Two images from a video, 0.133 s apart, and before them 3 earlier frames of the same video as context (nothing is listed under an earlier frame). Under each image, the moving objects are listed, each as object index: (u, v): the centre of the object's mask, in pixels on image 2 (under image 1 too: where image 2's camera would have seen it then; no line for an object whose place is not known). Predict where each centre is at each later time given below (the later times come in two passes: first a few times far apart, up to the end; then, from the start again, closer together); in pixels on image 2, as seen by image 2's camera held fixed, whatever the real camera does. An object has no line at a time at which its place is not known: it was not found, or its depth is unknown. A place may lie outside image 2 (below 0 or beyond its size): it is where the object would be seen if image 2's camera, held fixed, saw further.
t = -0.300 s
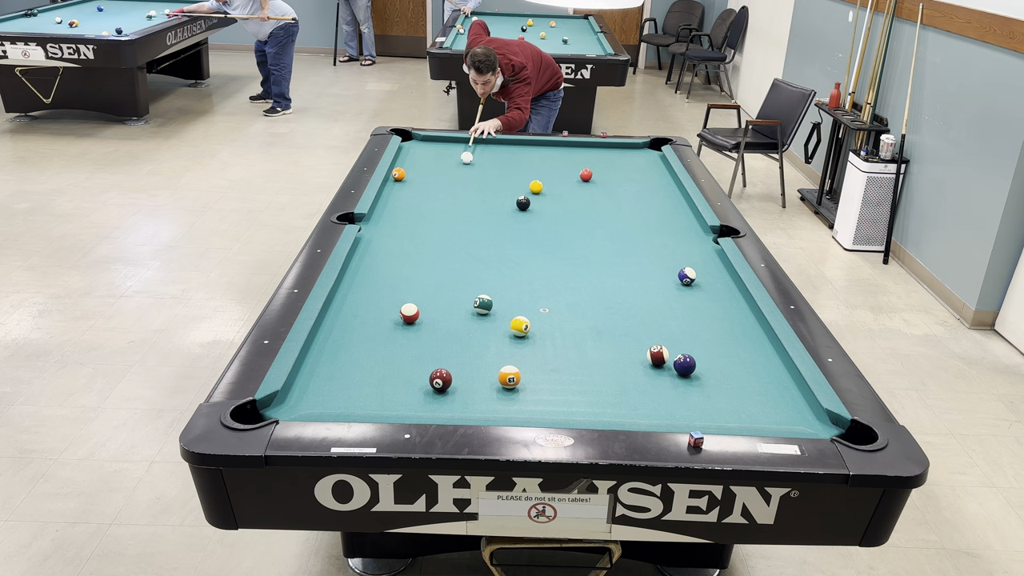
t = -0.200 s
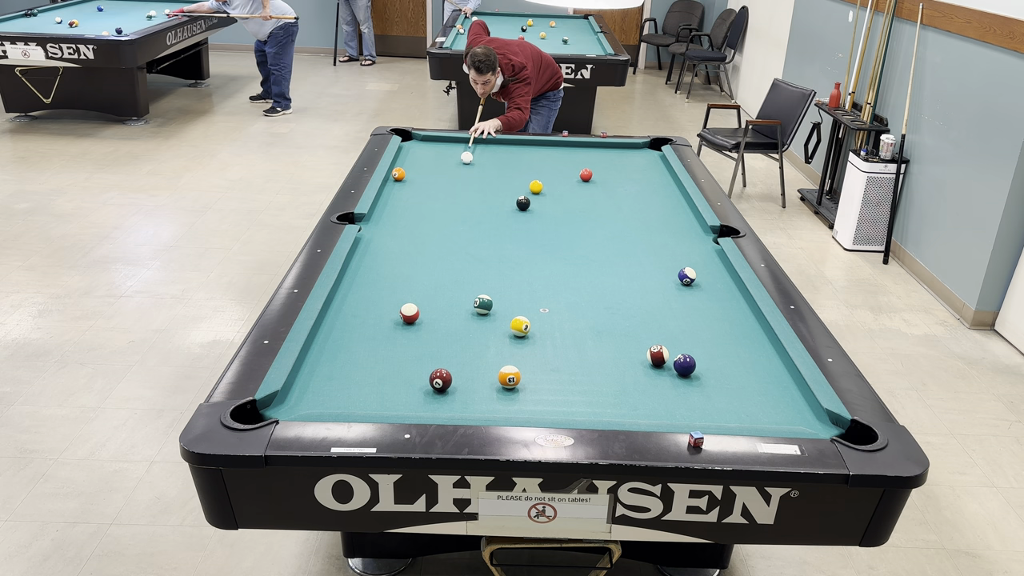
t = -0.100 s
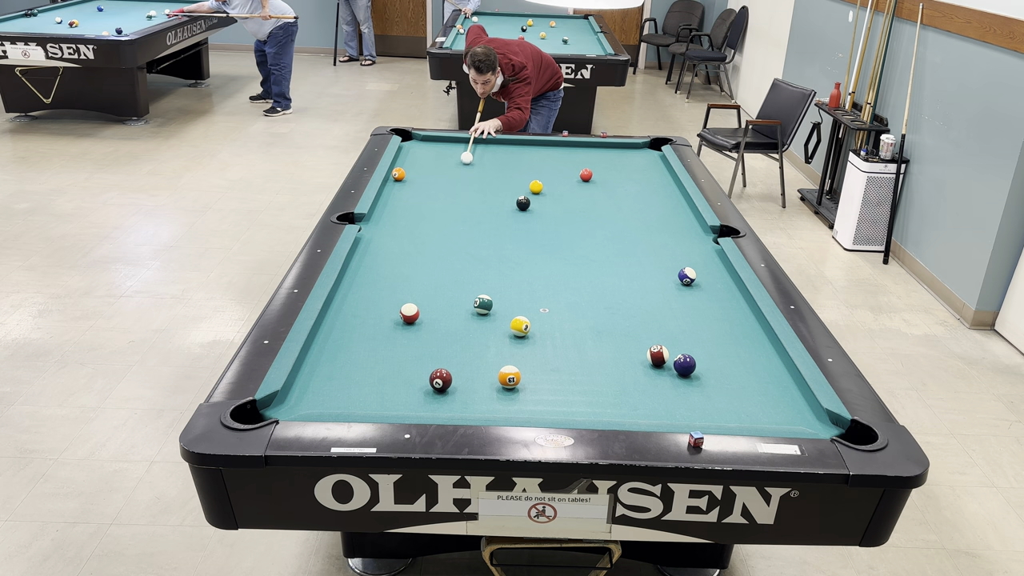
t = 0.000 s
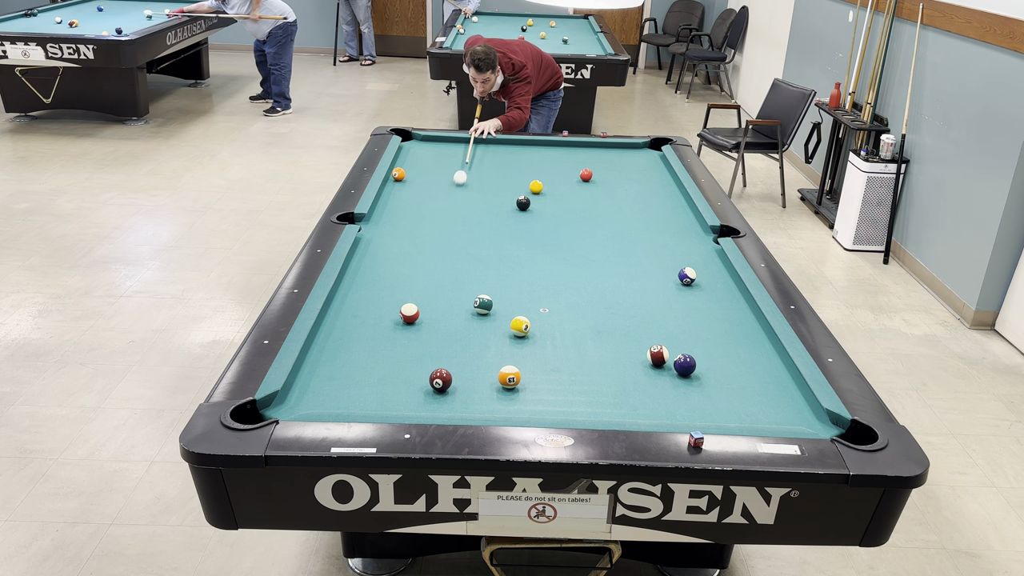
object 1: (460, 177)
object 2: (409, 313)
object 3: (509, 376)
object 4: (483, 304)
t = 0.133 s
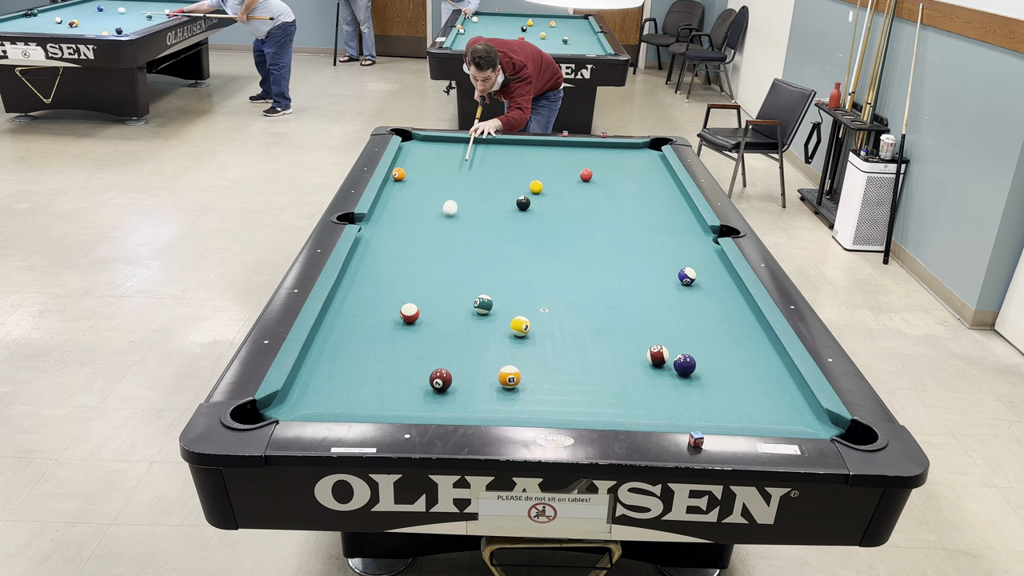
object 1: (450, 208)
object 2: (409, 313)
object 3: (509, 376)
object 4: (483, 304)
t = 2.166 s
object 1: (765, 413)
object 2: (497, 277)
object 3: (488, 374)
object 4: (491, 305)
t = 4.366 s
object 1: (707, 378)
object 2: (605, 197)
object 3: (479, 341)
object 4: (497, 306)
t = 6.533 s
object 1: (700, 376)
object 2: (646, 167)
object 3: (479, 341)
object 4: (497, 306)
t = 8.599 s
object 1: (700, 376)
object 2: (653, 162)
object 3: (479, 341)
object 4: (497, 306)
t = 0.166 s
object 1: (447, 216)
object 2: (409, 313)
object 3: (509, 376)
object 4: (483, 304)
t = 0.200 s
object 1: (444, 224)
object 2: (409, 313)
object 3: (509, 376)
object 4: (483, 304)
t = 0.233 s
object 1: (441, 233)
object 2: (409, 313)
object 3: (509, 376)
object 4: (483, 304)
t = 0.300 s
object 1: (435, 252)
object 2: (409, 313)
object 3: (509, 376)
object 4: (483, 304)
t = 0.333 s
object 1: (432, 263)
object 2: (409, 313)
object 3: (509, 376)
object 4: (483, 304)
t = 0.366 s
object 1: (428, 274)
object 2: (409, 313)
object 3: (509, 376)
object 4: (483, 304)
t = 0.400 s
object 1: (424, 285)
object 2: (409, 313)
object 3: (509, 376)
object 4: (483, 304)
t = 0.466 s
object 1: (422, 306)
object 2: (403, 318)
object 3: (509, 376)
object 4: (483, 304)
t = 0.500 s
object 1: (429, 308)
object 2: (391, 330)
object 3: (509, 376)
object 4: (483, 304)
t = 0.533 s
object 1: (436, 310)
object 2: (378, 343)
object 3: (509, 376)
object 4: (483, 304)
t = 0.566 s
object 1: (443, 312)
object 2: (364, 356)
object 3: (509, 376)
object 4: (483, 304)
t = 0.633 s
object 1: (456, 318)
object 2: (335, 385)
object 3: (509, 376)
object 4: (483, 304)
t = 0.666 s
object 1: (462, 322)
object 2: (322, 397)
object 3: (509, 376)
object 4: (483, 304)
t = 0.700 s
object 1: (468, 326)
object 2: (307, 402)
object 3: (509, 376)
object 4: (483, 304)
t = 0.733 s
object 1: (473, 330)
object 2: (298, 397)
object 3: (509, 376)
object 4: (483, 304)
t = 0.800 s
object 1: (484, 340)
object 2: (302, 385)
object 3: (509, 376)
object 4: (483, 304)
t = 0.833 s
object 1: (490, 345)
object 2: (311, 381)
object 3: (509, 376)
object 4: (483, 304)
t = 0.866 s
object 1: (496, 350)
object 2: (318, 377)
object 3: (509, 376)
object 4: (483, 304)
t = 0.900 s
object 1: (502, 355)
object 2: (326, 374)
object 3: (509, 377)
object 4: (483, 304)
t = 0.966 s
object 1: (516, 362)
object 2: (338, 367)
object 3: (509, 378)
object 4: (483, 304)
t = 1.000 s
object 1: (523, 367)
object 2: (345, 364)
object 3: (508, 381)
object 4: (483, 304)
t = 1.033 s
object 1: (530, 369)
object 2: (351, 361)
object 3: (507, 385)
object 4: (483, 304)
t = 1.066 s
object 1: (537, 371)
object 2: (358, 357)
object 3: (506, 388)
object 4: (483, 304)
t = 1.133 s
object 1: (552, 375)
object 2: (369, 351)
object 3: (504, 394)
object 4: (483, 304)
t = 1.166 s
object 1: (560, 377)
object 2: (375, 348)
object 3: (503, 398)
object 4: (483, 304)
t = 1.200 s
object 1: (567, 379)
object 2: (380, 345)
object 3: (502, 401)
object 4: (483, 304)
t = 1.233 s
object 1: (574, 381)
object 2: (386, 342)
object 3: (502, 403)
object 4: (483, 304)
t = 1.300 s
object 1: (589, 385)
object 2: (396, 336)
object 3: (500, 407)
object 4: (483, 304)
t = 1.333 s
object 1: (597, 387)
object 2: (402, 334)
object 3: (499, 407)
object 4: (483, 304)
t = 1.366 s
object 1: (605, 389)
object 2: (407, 331)
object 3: (499, 407)
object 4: (483, 304)
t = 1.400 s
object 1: (612, 391)
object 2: (412, 328)
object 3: (499, 405)
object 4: (483, 304)
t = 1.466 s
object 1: (628, 395)
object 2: (421, 323)
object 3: (498, 403)
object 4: (483, 304)
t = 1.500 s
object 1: (635, 397)
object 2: (427, 320)
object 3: (497, 402)
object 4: (483, 304)
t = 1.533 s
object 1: (643, 399)
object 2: (431, 318)
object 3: (497, 400)
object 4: (483, 304)
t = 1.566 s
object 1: (650, 401)
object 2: (436, 316)
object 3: (496, 398)
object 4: (483, 304)
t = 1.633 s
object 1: (666, 405)
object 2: (444, 311)
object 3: (496, 395)
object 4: (483, 304)
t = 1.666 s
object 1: (674, 407)
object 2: (449, 308)
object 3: (495, 394)
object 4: (483, 304)
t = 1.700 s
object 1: (681, 409)
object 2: (453, 306)
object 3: (495, 392)
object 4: (483, 304)
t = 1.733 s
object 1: (689, 411)
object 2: (457, 304)
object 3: (494, 391)
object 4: (483, 304)
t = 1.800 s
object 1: (705, 414)
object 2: (465, 300)
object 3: (493, 388)
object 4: (483, 304)
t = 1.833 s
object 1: (713, 415)
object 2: (468, 297)
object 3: (492, 387)
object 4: (484, 304)
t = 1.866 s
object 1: (720, 416)
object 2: (471, 295)
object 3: (492, 385)
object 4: (485, 304)
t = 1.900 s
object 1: (726, 416)
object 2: (474, 292)
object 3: (491, 384)
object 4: (486, 304)
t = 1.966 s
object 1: (736, 415)
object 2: (480, 289)
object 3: (490, 381)
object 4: (487, 305)
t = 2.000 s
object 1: (741, 415)
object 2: (483, 287)
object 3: (490, 380)
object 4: (488, 305)
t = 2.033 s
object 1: (746, 415)
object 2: (486, 285)
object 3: (490, 378)
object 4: (489, 305)
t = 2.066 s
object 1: (751, 414)
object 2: (489, 283)
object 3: (489, 377)
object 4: (489, 305)
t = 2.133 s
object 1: (760, 413)
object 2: (494, 279)
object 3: (488, 375)
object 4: (491, 305)
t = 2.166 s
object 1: (765, 413)
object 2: (497, 277)
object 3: (488, 374)
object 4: (491, 305)
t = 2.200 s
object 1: (770, 413)
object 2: (499, 275)
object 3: (487, 372)
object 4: (492, 305)
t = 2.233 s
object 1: (774, 412)
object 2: (502, 273)
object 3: (487, 372)
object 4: (492, 306)
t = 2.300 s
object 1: (783, 411)
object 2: (507, 270)
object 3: (486, 369)
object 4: (493, 306)
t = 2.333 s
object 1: (788, 410)
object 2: (509, 268)
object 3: (486, 368)
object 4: (494, 306)
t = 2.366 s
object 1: (792, 410)
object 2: (511, 266)
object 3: (486, 367)
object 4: (494, 306)
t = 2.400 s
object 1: (796, 409)
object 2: (514, 265)
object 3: (485, 366)
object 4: (494, 306)
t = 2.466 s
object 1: (804, 408)
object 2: (518, 261)
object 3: (485, 364)
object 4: (495, 306)
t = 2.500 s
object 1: (808, 407)
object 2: (520, 260)
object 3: (484, 363)
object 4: (496, 306)
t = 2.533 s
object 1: (809, 407)
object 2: (522, 258)
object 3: (484, 362)
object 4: (496, 306)
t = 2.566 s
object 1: (806, 406)
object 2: (525, 256)
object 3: (484, 362)
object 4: (496, 306)
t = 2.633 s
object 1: (800, 404)
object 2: (529, 253)
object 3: (483, 360)
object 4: (497, 306)
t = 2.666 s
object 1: (797, 403)
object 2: (531, 252)
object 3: (483, 359)
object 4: (497, 307)
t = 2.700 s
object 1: (794, 402)
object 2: (533, 250)
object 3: (483, 358)
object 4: (497, 307)
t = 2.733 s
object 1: (792, 402)
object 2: (535, 249)
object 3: (483, 357)
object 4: (497, 306)
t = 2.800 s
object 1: (786, 400)
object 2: (539, 246)
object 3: (482, 356)
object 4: (497, 306)
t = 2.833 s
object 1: (784, 400)
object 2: (541, 244)
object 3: (482, 355)
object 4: (497, 306)
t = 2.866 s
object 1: (781, 399)
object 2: (543, 243)
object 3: (482, 354)
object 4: (497, 306)
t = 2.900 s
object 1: (778, 398)
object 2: (544, 242)
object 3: (482, 354)
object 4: (497, 306)
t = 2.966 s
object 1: (773, 397)
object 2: (548, 239)
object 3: (482, 352)
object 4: (497, 306)
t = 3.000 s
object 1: (771, 396)
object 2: (550, 238)
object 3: (481, 352)
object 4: (497, 306)
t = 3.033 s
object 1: (769, 396)
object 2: (552, 237)
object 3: (481, 351)
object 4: (497, 306)
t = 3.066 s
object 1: (766, 395)
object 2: (553, 235)
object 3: (481, 351)
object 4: (497, 306)
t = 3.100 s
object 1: (764, 394)
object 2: (555, 234)
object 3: (481, 350)
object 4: (497, 306)
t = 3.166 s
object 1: (759, 393)
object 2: (558, 232)
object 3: (481, 349)
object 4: (497, 306)
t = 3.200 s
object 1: (757, 392)
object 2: (560, 231)
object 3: (481, 349)
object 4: (497, 306)
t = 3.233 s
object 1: (755, 392)
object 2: (562, 229)
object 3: (480, 348)
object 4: (497, 306)
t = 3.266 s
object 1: (753, 391)
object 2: (563, 228)
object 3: (480, 347)
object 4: (497, 306)
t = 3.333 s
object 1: (749, 390)
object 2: (566, 226)
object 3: (480, 346)
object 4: (497, 306)
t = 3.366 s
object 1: (747, 389)
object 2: (568, 225)
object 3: (480, 346)
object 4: (497, 306)
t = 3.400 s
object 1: (745, 389)
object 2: (569, 223)
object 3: (480, 345)
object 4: (497, 306)
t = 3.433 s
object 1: (743, 389)
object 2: (571, 222)
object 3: (480, 345)
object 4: (497, 306)
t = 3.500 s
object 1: (739, 387)
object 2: (574, 220)
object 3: (480, 344)
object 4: (497, 306)
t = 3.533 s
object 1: (738, 387)
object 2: (575, 219)
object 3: (480, 344)
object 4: (497, 306)
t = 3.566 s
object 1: (736, 386)
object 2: (577, 218)
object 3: (480, 344)
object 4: (497, 306)
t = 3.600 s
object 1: (734, 386)
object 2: (578, 217)
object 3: (480, 343)
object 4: (497, 306)
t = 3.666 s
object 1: (731, 385)
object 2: (581, 215)
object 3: (480, 343)
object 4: (497, 306)
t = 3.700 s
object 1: (730, 385)
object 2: (582, 214)
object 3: (480, 342)
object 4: (497, 306)
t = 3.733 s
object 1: (728, 384)
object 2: (583, 213)
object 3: (480, 342)
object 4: (497, 306)
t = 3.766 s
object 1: (727, 384)
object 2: (585, 212)
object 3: (480, 342)
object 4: (497, 306)
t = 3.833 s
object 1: (724, 383)
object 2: (587, 210)
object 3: (480, 342)
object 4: (497, 306)
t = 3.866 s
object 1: (722, 383)
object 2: (589, 209)
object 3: (480, 341)
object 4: (497, 306)
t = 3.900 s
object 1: (721, 382)
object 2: (590, 209)
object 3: (480, 341)
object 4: (497, 306)
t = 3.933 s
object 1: (720, 382)
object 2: (591, 208)
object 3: (480, 341)
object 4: (497, 306)
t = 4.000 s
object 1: (717, 381)
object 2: (593, 206)
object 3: (480, 341)
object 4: (497, 306)
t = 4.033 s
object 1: (716, 381)
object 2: (595, 205)
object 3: (479, 341)
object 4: (497, 306)
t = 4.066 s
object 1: (715, 381)
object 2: (596, 204)
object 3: (479, 341)
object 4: (497, 306)
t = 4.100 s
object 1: (714, 380)
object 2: (597, 204)
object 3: (479, 341)
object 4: (497, 306)
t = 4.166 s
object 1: (712, 380)
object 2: (599, 202)
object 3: (479, 341)
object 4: (497, 306)
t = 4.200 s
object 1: (711, 380)
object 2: (600, 201)
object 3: (479, 341)
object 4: (497, 306)
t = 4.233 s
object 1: (710, 379)
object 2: (601, 200)
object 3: (479, 341)
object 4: (497, 306)
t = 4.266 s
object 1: (709, 379)
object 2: (602, 199)
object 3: (479, 341)
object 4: (497, 306)
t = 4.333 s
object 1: (708, 379)
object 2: (604, 198)
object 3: (479, 341)
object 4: (497, 306)
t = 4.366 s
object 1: (707, 378)
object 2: (605, 197)
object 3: (479, 341)
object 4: (497, 306)
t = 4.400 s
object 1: (706, 378)
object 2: (606, 197)
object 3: (479, 341)
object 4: (497, 306)
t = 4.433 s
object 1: (706, 378)
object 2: (607, 196)
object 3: (479, 341)
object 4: (497, 306)
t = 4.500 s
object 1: (704, 378)
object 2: (609, 194)
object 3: (479, 341)
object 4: (497, 306)
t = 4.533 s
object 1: (704, 378)
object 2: (610, 194)
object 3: (479, 341)
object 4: (497, 306)
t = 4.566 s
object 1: (703, 377)
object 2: (611, 193)
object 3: (479, 341)
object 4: (497, 306)
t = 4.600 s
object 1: (702, 377)
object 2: (612, 192)
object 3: (479, 341)
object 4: (497, 306)
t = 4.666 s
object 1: (702, 377)
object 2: (613, 191)
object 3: (479, 341)
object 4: (497, 306)
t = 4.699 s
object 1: (701, 377)
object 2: (614, 190)
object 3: (479, 341)
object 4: (497, 306)
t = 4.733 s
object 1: (701, 377)
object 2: (615, 190)
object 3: (479, 341)
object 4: (497, 306)
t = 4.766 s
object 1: (701, 376)
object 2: (616, 189)
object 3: (479, 341)
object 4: (497, 306)
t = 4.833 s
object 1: (700, 376)
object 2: (618, 188)
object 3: (479, 341)
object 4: (497, 306)
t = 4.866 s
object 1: (700, 376)
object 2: (618, 187)
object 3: (479, 341)
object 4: (497, 306)
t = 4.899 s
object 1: (700, 376)
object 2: (619, 187)
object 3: (479, 341)
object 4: (497, 306)
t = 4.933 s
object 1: (700, 376)
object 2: (620, 186)
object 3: (479, 341)
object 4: (497, 306)
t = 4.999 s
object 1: (700, 376)
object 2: (622, 185)
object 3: (479, 341)
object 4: (497, 306)
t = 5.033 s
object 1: (700, 376)
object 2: (622, 185)
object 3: (479, 341)
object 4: (497, 306)
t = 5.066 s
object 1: (700, 376)
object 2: (623, 184)
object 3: (479, 341)
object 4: (497, 306)
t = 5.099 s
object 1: (700, 376)
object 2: (624, 183)
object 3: (479, 341)
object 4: (497, 306)
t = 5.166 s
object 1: (700, 376)
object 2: (626, 182)
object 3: (479, 341)
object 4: (497, 306)
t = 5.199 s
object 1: (700, 376)
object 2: (626, 182)
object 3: (479, 341)
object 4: (497, 306)
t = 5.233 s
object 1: (700, 376)
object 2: (627, 181)
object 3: (479, 341)
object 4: (497, 306)
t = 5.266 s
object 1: (701, 376)
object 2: (627, 181)
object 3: (479, 341)
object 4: (497, 306)
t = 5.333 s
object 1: (700, 376)
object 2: (629, 180)
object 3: (479, 341)
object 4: (497, 306)
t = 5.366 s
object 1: (700, 376)
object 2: (629, 179)
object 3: (479, 341)
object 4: (497, 306)
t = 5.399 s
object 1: (700, 376)
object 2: (630, 179)
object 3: (479, 341)
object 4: (497, 306)
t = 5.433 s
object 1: (700, 376)
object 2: (630, 179)
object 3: (479, 341)
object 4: (497, 306)
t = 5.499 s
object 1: (700, 376)
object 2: (632, 177)
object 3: (479, 341)
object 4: (497, 306)
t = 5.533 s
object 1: (700, 376)
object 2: (632, 177)
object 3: (479, 341)
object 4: (497, 306)
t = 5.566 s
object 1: (701, 376)
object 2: (633, 176)
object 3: (479, 341)
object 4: (497, 306)
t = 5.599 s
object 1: (700, 376)
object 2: (634, 176)
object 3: (479, 341)
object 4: (497, 306)
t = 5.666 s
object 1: (701, 376)
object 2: (635, 175)
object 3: (479, 341)
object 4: (497, 306)
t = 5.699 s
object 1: (700, 376)
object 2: (636, 175)
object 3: (479, 341)
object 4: (497, 306)
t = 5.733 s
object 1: (701, 376)
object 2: (636, 175)
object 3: (479, 341)
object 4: (497, 306)
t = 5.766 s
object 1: (701, 376)
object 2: (637, 174)
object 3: (479, 341)
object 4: (497, 306)
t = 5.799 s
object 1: (701, 376)
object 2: (637, 174)
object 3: (479, 341)
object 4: (497, 306)
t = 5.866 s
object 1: (700, 376)
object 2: (638, 173)
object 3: (479, 341)
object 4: (497, 306)
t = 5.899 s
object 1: (700, 376)
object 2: (639, 173)
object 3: (479, 341)
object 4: (497, 306)
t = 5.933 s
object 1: (701, 376)
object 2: (639, 172)
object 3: (479, 341)
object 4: (497, 306)
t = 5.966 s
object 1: (700, 376)
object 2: (640, 172)
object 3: (479, 341)
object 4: (497, 306)
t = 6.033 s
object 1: (701, 376)
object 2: (641, 171)
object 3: (479, 341)
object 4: (497, 306)
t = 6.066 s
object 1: (700, 376)
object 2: (641, 171)
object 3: (479, 341)
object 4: (497, 306)
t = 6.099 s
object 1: (700, 376)
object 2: (641, 171)
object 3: (479, 341)
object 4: (497, 306)
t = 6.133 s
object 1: (700, 376)
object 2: (642, 170)
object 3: (479, 341)
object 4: (497, 306)
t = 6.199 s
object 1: (701, 376)
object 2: (643, 170)
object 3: (479, 341)
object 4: (497, 306)
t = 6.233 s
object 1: (700, 376)
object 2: (643, 169)
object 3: (479, 341)
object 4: (497, 306)
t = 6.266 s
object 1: (700, 376)
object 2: (643, 169)
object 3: (479, 341)
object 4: (497, 306)
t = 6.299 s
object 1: (700, 376)
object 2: (644, 169)
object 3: (479, 341)
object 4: (497, 306)
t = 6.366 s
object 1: (701, 376)
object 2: (644, 168)
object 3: (479, 341)
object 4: (497, 306)
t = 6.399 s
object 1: (700, 376)
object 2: (645, 168)
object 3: (479, 341)
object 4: (497, 306)
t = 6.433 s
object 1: (700, 376)
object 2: (645, 167)
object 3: (479, 341)
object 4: (497, 306)
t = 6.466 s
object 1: (700, 376)
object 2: (645, 167)
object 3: (479, 341)
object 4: (497, 306)
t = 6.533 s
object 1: (700, 376)
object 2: (646, 167)
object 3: (479, 341)
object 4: (497, 306)
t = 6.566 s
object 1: (701, 376)
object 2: (646, 167)
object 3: (479, 341)
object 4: (497, 306)
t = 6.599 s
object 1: (700, 376)
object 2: (647, 166)
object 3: (479, 341)
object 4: (497, 306)
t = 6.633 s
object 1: (701, 376)
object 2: (647, 166)
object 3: (479, 341)
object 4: (497, 306)
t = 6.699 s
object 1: (701, 376)
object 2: (648, 166)
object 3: (479, 341)
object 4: (497, 306)
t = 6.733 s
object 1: (701, 376)
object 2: (648, 165)
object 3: (479, 341)
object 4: (497, 306)
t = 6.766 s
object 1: (701, 376)
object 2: (648, 165)
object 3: (479, 341)
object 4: (497, 306)
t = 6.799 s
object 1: (701, 376)
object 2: (648, 165)
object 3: (479, 341)
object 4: (497, 306)
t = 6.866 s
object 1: (701, 376)
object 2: (649, 165)
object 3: (479, 341)
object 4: (497, 306)
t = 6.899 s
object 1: (701, 376)
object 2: (649, 164)
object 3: (479, 341)
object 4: (497, 306)
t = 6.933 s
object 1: (701, 376)
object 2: (649, 164)
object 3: (479, 341)
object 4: (497, 306)
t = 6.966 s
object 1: (701, 376)
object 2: (650, 164)
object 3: (479, 341)
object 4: (497, 306)
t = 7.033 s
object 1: (700, 376)
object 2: (650, 164)
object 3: (479, 341)
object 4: (497, 306)
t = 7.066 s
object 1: (700, 376)
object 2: (650, 164)
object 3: (479, 341)
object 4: (497, 306)
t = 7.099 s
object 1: (700, 376)
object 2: (651, 164)
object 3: (479, 341)
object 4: (497, 306)
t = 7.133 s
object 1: (700, 376)
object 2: (651, 163)
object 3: (479, 341)
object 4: (497, 306)
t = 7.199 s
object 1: (700, 376)
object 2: (651, 163)
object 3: (479, 341)
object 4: (497, 306)
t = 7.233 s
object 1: (700, 376)
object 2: (651, 163)
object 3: (479, 341)
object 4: (497, 306)
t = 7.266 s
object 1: (700, 376)
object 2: (652, 163)
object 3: (479, 341)
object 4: (497, 306)
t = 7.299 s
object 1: (700, 376)
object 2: (652, 163)
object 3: (479, 341)
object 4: (497, 306)
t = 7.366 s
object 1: (700, 376)
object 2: (652, 162)
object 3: (479, 341)
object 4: (497, 306)
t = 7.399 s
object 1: (700, 376)
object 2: (652, 162)
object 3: (479, 341)
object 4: (497, 306)
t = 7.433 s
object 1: (700, 376)
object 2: (652, 162)
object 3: (479, 341)
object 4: (497, 306)
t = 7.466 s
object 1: (700, 376)
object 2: (652, 162)
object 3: (479, 341)
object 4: (497, 306)
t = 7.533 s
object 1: (700, 376)
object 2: (653, 162)
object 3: (479, 341)
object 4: (497, 306)
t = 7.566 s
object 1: (700, 376)
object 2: (653, 162)
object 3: (479, 341)
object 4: (497, 306)
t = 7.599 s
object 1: (700, 376)
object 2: (653, 162)
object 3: (479, 341)
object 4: (497, 306)
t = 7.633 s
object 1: (700, 376)
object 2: (653, 162)
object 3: (479, 341)
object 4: (497, 306)
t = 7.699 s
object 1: (700, 376)
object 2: (653, 162)
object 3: (479, 341)
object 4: (497, 306)
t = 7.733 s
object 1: (700, 376)
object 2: (653, 162)
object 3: (479, 341)
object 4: (497, 306)
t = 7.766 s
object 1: (700, 376)
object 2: (653, 162)
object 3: (479, 341)
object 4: (497, 306)
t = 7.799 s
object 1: (700, 376)
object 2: (654, 162)
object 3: (479, 341)
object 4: (497, 306)
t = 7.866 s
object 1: (701, 376)
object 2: (654, 162)
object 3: (479, 341)
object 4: (497, 306)
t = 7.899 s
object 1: (701, 376)
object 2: (654, 162)
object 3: (479, 341)
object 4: (497, 306)
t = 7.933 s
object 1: (700, 376)
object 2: (654, 162)
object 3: (479, 341)
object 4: (497, 306)
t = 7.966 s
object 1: (701, 376)
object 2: (654, 162)
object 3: (479, 341)
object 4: (497, 306)
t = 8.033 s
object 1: (700, 376)
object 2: (654, 162)
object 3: (479, 340)
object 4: (497, 306)
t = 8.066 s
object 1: (700, 376)
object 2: (654, 162)
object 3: (479, 341)
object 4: (497, 306)
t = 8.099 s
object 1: (700, 376)
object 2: (654, 162)
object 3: (479, 340)
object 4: (497, 306)
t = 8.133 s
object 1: (701, 376)
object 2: (653, 162)
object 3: (479, 340)
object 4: (497, 306)
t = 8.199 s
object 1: (700, 376)
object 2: (653, 162)
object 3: (479, 341)
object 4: (497, 306)
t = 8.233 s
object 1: (700, 376)
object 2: (653, 162)
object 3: (479, 340)
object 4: (497, 306)
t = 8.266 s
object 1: (701, 376)
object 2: (653, 162)
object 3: (479, 341)
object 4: (497, 306)
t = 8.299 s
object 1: (701, 376)
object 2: (653, 162)
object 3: (479, 340)
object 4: (497, 306)
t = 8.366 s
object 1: (701, 376)
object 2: (653, 162)
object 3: (479, 341)
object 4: (497, 306)
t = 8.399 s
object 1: (701, 376)
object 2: (653, 162)
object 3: (479, 340)
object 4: (497, 306)
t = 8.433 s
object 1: (701, 376)
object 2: (653, 162)
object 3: (479, 340)
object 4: (497, 306)
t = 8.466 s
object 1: (701, 376)
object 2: (654, 162)
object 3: (479, 341)
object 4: (497, 306)
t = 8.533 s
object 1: (701, 376)
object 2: (653, 162)
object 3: (479, 341)
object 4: (497, 306)
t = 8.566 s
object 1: (700, 376)
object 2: (654, 162)
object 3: (479, 341)
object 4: (497, 306)
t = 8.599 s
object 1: (700, 376)
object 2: (653, 162)
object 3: (479, 341)
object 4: (497, 306)
